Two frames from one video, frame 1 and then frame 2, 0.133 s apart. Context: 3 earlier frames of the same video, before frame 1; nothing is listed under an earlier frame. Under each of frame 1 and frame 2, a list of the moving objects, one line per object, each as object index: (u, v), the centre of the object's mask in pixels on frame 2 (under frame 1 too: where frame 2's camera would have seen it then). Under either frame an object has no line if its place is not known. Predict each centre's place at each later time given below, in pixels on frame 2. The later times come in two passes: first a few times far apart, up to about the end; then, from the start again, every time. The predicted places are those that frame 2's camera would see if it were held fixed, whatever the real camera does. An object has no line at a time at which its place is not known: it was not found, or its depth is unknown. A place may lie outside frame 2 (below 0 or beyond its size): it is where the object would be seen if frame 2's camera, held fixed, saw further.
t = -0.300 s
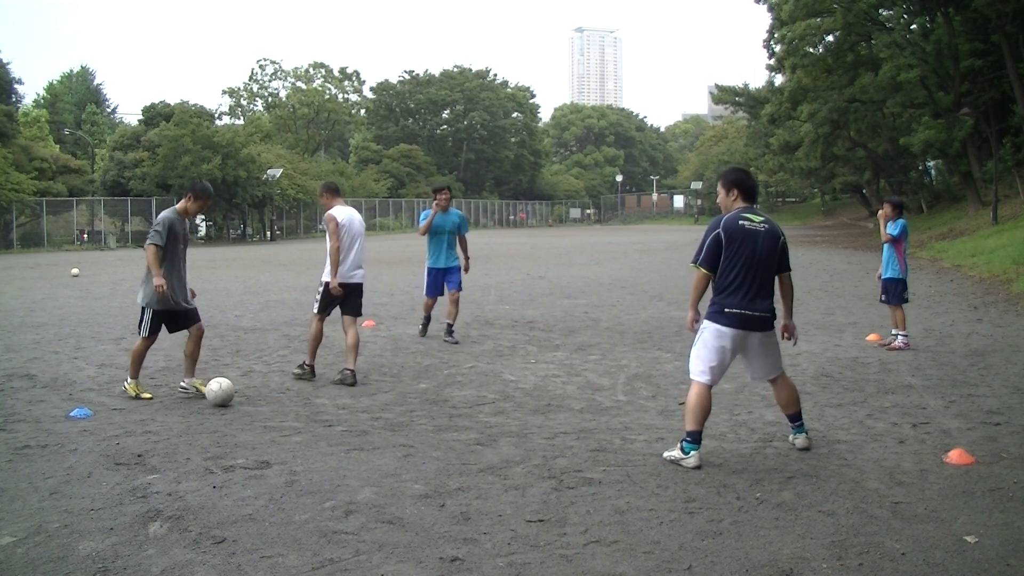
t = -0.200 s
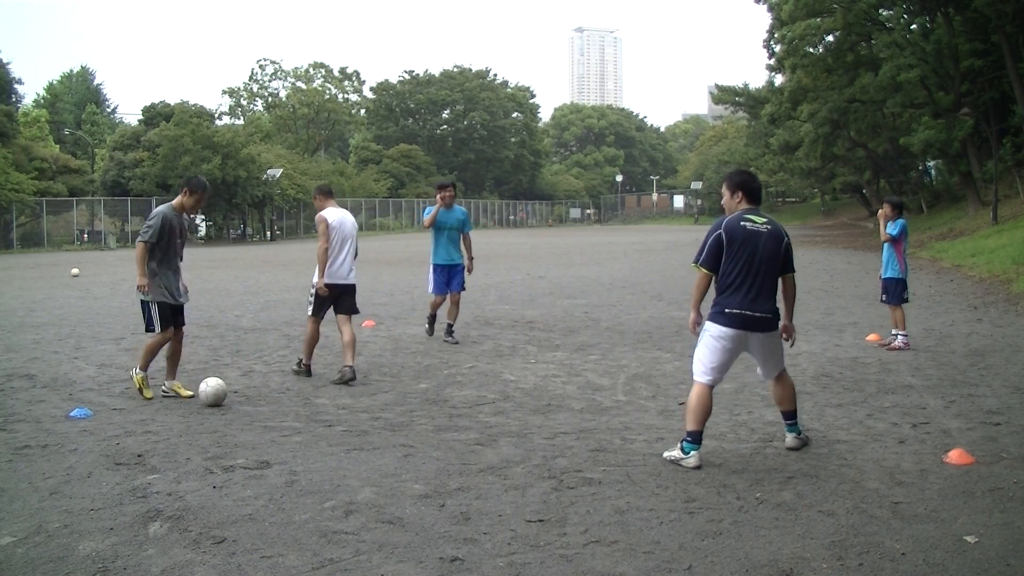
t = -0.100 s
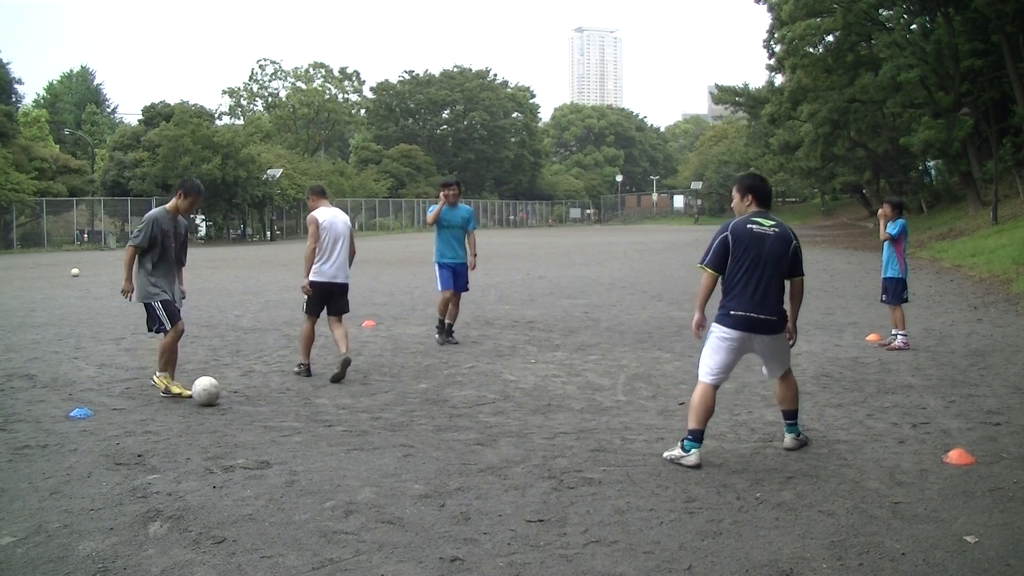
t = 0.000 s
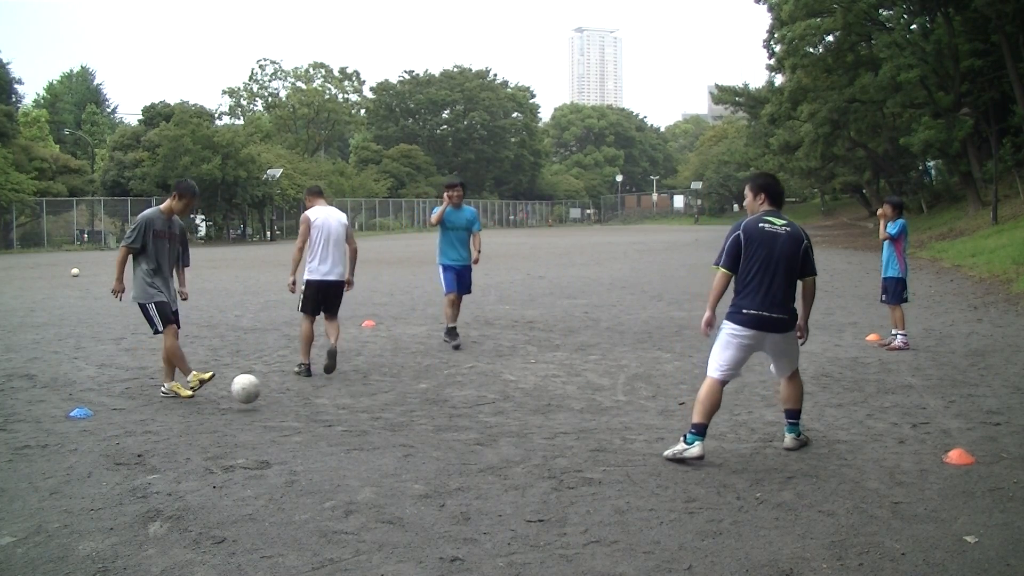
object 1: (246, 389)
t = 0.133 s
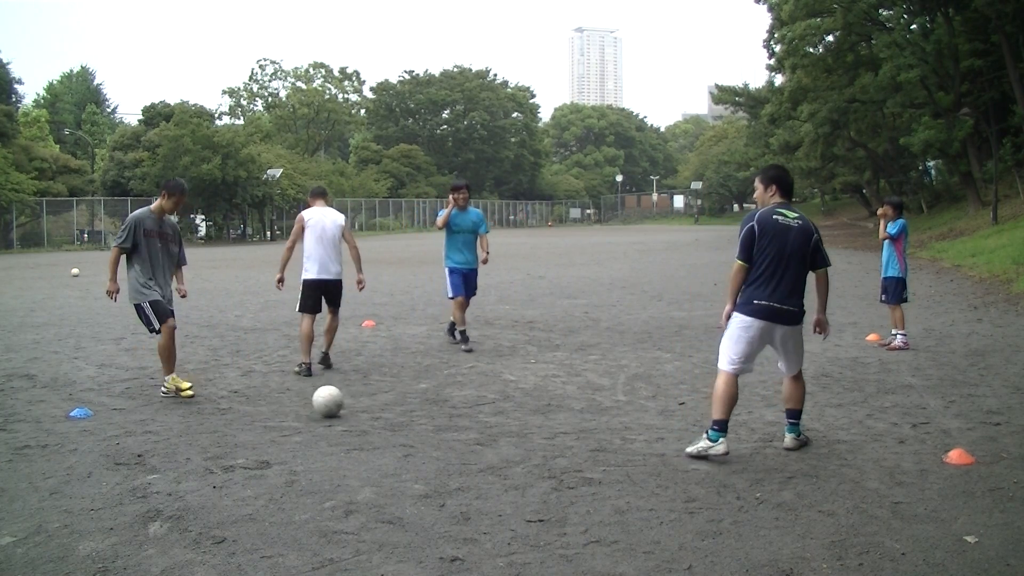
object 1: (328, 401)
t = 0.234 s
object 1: (382, 405)
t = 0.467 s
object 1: (495, 416)
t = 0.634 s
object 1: (572, 425)
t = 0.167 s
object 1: (345, 401)
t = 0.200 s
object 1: (363, 402)
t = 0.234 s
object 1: (382, 405)
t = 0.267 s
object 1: (400, 408)
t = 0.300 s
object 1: (416, 409)
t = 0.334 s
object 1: (433, 410)
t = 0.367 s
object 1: (450, 414)
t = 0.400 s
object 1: (465, 413)
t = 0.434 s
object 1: (480, 414)
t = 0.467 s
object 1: (495, 416)
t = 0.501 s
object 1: (510, 419)
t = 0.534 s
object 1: (525, 418)
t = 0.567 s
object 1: (540, 420)
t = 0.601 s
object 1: (556, 423)
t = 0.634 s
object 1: (572, 425)
